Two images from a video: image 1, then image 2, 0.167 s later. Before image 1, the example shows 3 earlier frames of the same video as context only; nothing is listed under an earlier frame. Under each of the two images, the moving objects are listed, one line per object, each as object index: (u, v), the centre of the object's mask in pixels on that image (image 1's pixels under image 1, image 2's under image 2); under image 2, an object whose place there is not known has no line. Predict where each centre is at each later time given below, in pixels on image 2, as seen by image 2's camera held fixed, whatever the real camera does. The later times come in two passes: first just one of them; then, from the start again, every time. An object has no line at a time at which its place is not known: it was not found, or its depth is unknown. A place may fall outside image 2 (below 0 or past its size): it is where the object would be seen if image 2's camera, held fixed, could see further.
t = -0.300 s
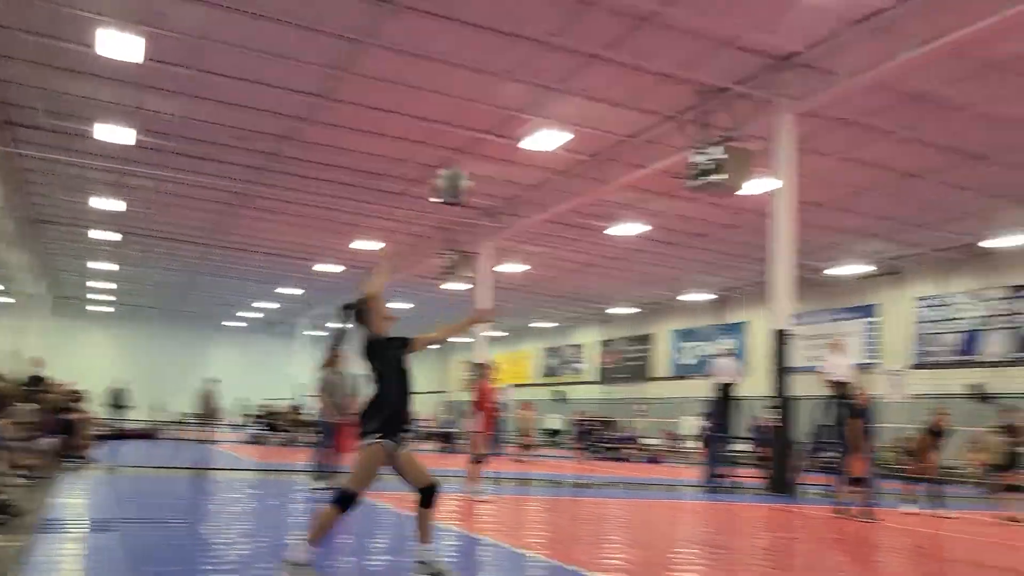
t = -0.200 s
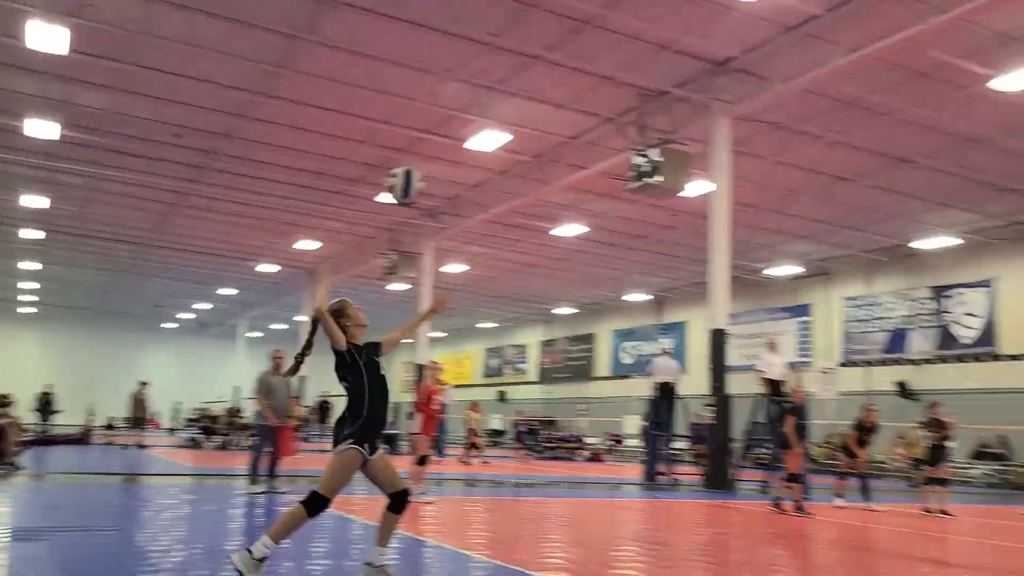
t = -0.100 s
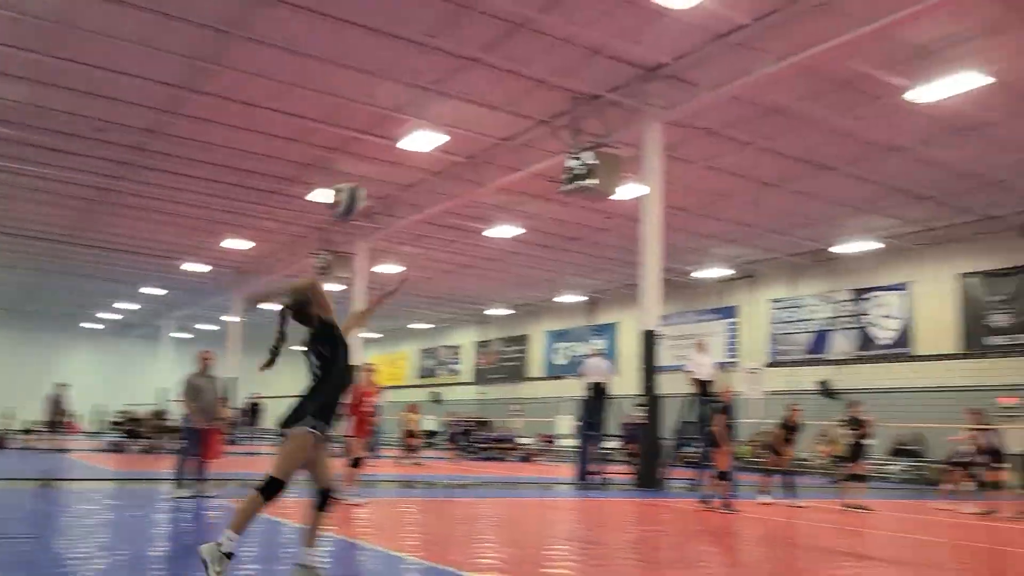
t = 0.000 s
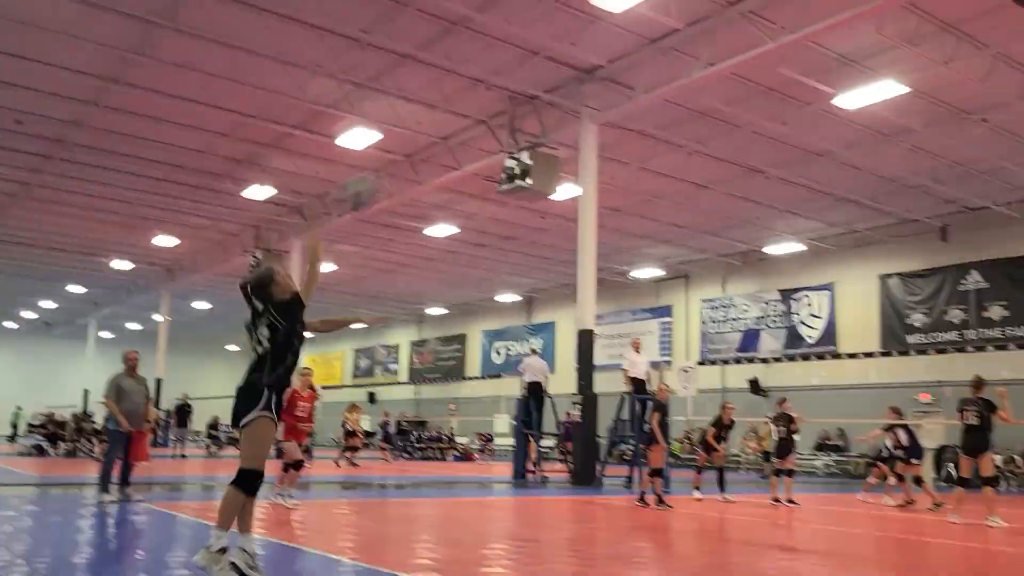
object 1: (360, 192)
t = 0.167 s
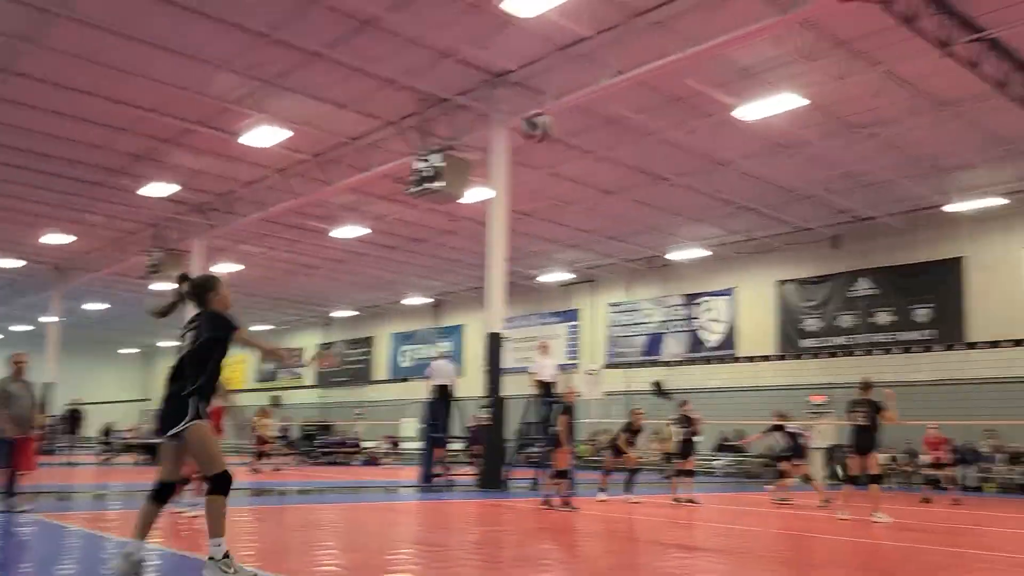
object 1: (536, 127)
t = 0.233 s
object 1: (617, 115)
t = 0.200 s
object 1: (578, 120)
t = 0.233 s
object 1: (617, 115)
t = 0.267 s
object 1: (652, 115)
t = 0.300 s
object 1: (685, 113)
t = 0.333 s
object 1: (714, 113)
